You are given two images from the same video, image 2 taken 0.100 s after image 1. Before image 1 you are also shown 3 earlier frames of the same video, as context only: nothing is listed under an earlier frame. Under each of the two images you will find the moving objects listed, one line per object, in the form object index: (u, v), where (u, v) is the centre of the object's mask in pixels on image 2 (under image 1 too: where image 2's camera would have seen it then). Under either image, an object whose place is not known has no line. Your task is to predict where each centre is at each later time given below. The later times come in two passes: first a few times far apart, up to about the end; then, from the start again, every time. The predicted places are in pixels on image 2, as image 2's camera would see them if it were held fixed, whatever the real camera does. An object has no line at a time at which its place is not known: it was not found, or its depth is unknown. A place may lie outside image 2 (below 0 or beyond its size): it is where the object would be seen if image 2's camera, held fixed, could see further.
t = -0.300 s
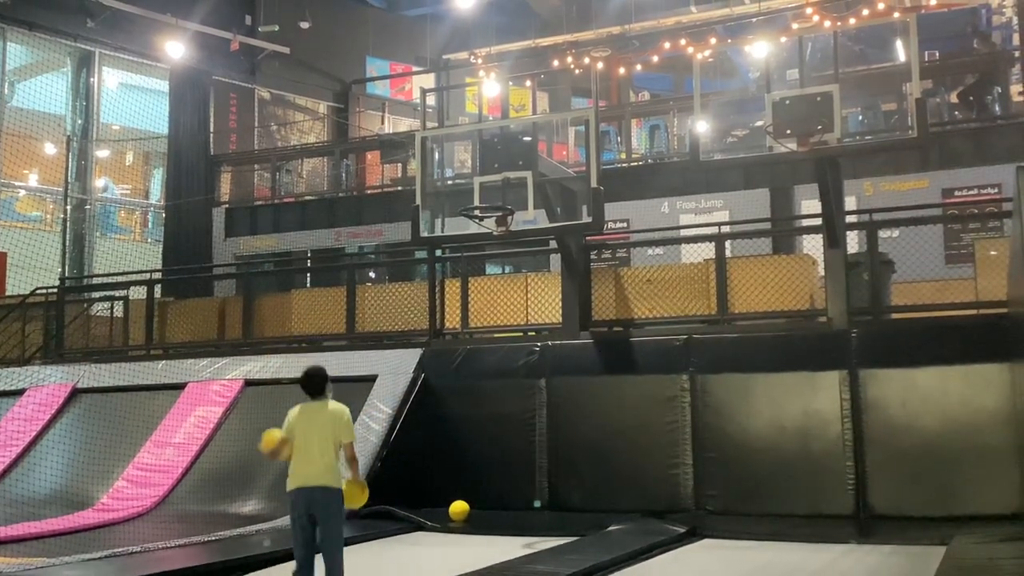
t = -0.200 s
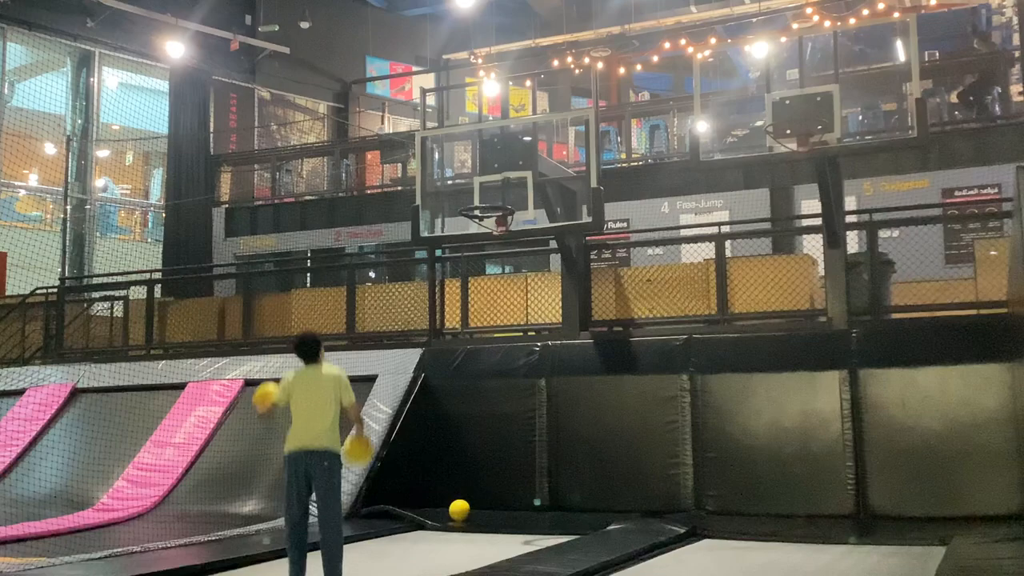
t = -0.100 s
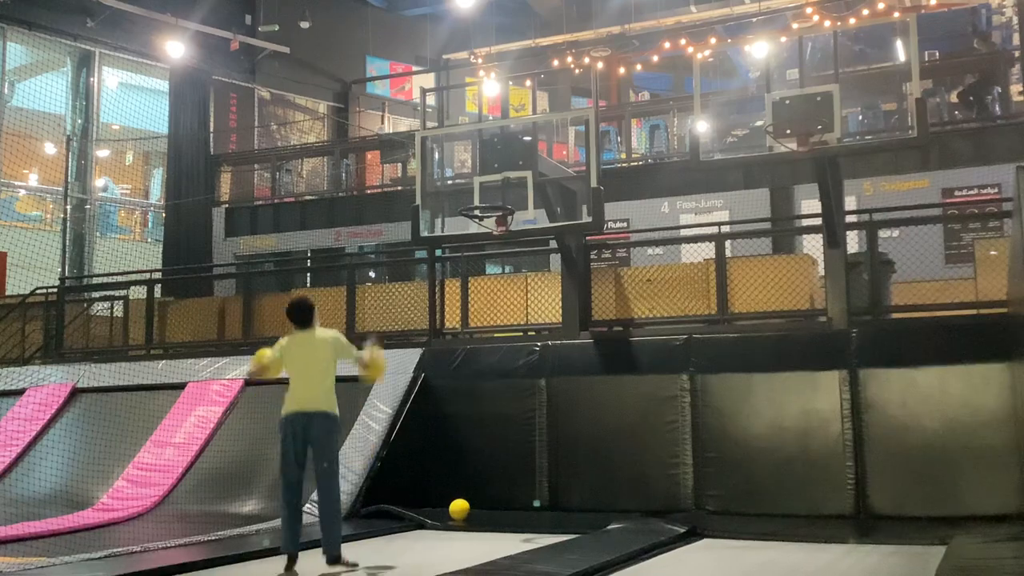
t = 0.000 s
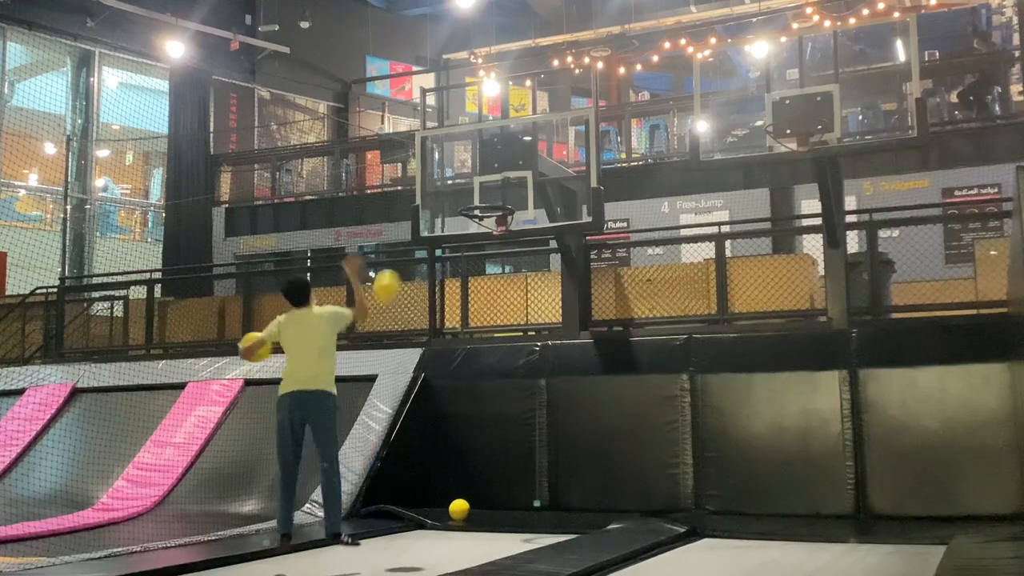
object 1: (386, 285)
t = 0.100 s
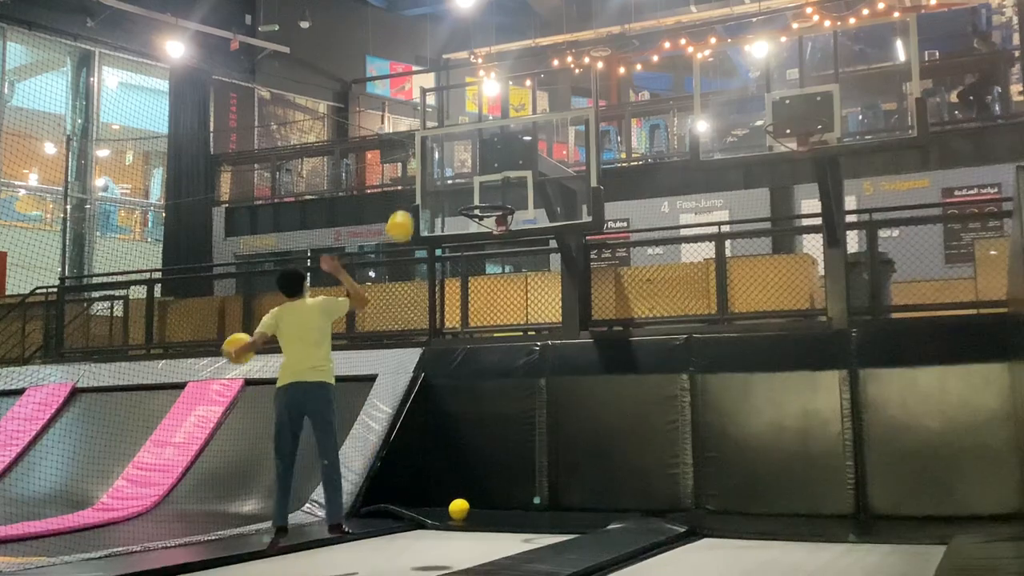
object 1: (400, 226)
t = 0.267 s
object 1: (421, 161)
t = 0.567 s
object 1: (451, 133)
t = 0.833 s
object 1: (475, 191)
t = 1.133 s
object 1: (501, 336)
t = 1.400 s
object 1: (523, 513)
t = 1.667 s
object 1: (527, 488)
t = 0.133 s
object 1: (404, 209)
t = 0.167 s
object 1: (408, 195)
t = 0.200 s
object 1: (413, 181)
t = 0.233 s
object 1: (417, 169)
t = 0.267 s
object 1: (421, 161)
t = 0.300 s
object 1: (424, 152)
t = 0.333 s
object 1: (428, 145)
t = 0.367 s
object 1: (432, 140)
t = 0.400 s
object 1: (435, 135)
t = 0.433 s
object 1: (439, 132)
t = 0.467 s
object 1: (441, 130)
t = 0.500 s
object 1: (445, 130)
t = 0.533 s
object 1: (448, 131)
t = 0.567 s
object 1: (451, 133)
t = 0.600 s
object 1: (454, 136)
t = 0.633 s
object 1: (457, 141)
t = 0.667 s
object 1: (460, 146)
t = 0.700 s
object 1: (463, 153)
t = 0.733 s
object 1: (466, 161)
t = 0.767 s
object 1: (470, 169)
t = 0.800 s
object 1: (472, 179)
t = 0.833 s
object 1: (475, 191)
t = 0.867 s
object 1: (478, 198)
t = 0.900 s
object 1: (481, 217)
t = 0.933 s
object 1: (484, 229)
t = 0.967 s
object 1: (487, 244)
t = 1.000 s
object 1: (490, 260)
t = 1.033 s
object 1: (492, 276)
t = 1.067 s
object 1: (495, 294)
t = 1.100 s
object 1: (498, 314)
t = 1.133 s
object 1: (501, 336)
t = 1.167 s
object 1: (504, 356)
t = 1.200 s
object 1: (507, 377)
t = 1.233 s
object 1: (510, 399)
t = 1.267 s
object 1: (513, 423)
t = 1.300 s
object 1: (515, 447)
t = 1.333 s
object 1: (518, 472)
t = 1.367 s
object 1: (521, 496)
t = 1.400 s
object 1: (523, 513)
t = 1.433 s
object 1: (524, 506)
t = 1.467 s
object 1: (525, 500)
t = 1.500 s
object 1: (525, 495)
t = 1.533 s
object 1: (526, 492)
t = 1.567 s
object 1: (526, 489)
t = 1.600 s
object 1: (526, 488)
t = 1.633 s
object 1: (527, 488)
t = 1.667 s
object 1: (527, 488)
